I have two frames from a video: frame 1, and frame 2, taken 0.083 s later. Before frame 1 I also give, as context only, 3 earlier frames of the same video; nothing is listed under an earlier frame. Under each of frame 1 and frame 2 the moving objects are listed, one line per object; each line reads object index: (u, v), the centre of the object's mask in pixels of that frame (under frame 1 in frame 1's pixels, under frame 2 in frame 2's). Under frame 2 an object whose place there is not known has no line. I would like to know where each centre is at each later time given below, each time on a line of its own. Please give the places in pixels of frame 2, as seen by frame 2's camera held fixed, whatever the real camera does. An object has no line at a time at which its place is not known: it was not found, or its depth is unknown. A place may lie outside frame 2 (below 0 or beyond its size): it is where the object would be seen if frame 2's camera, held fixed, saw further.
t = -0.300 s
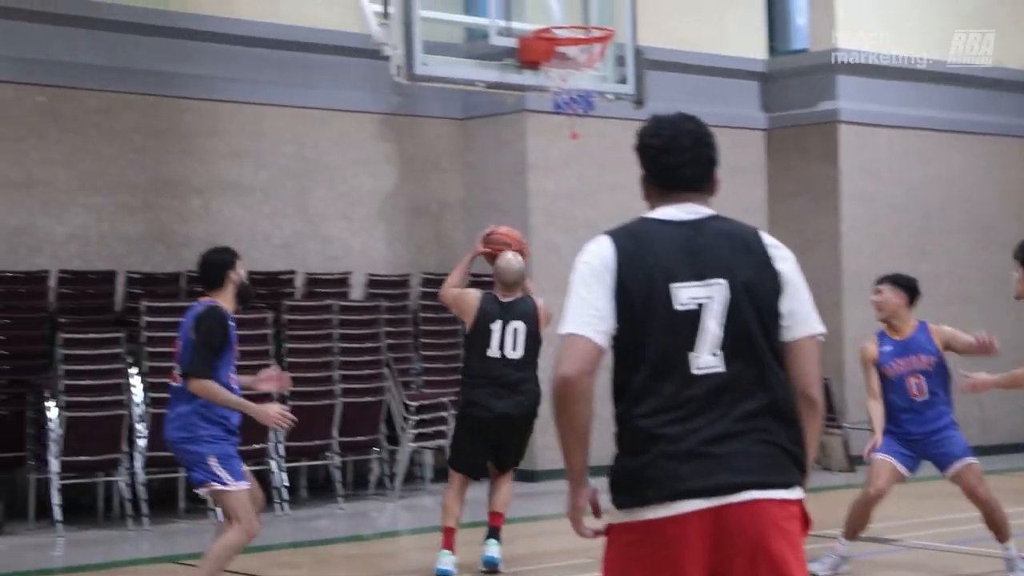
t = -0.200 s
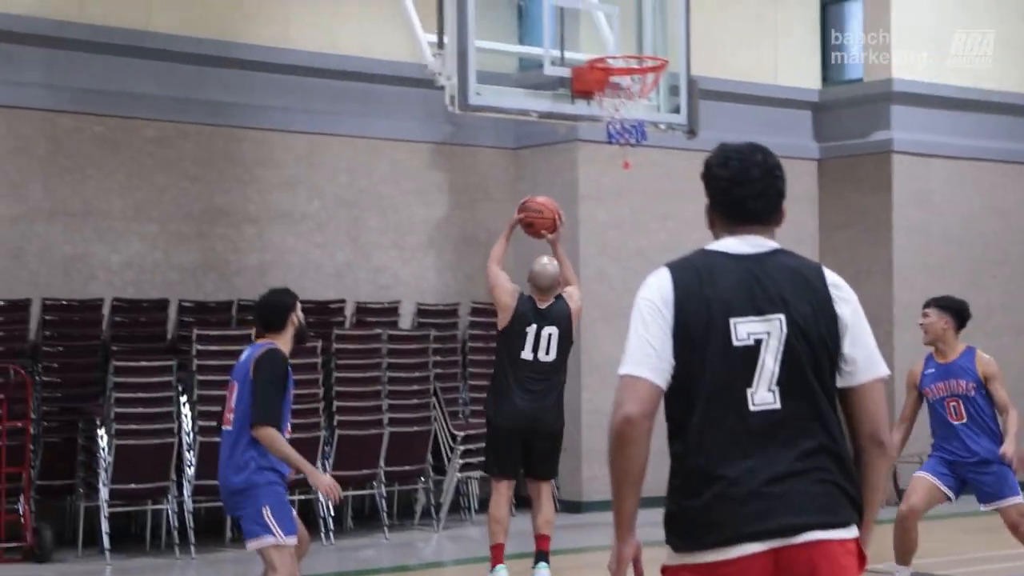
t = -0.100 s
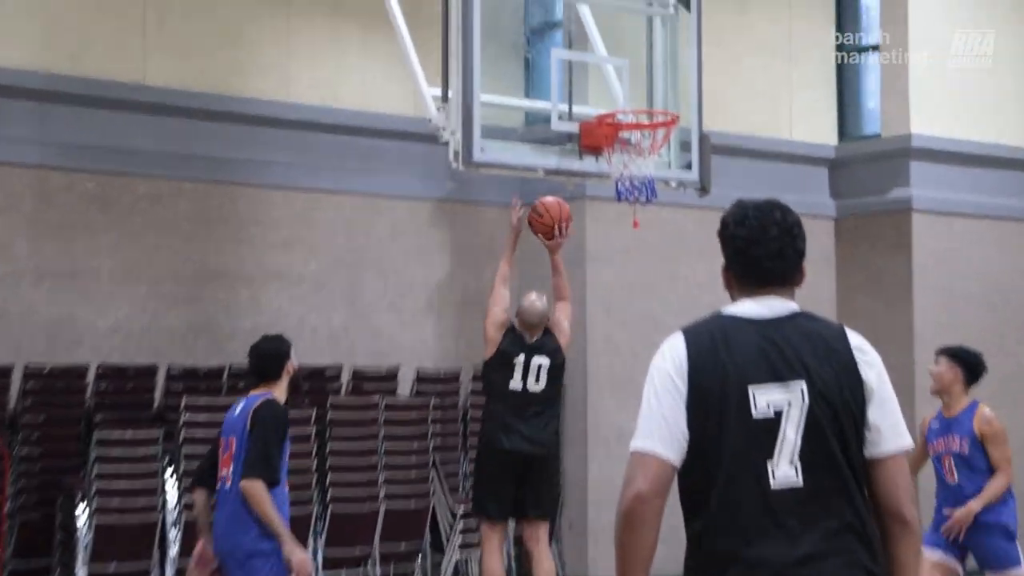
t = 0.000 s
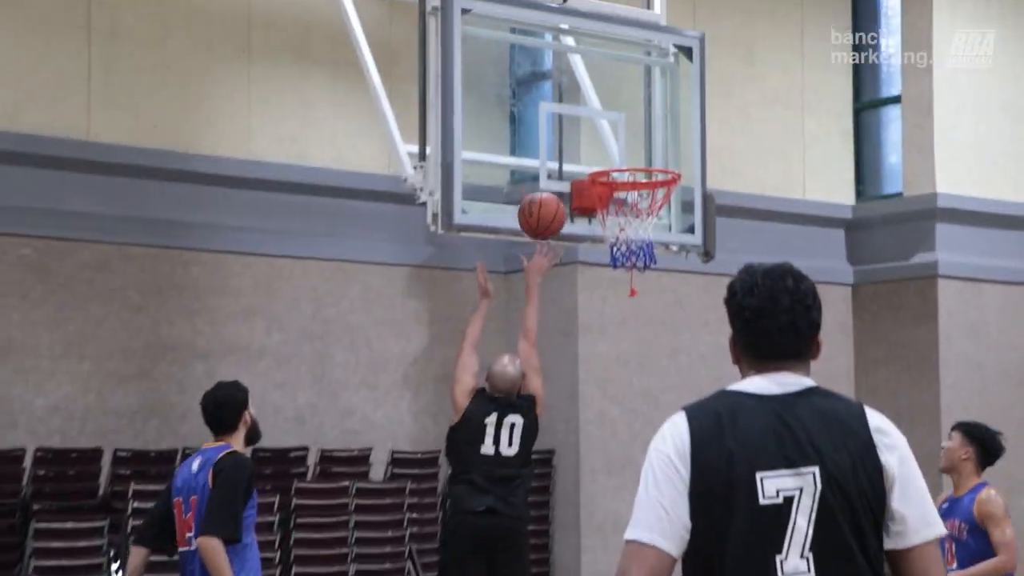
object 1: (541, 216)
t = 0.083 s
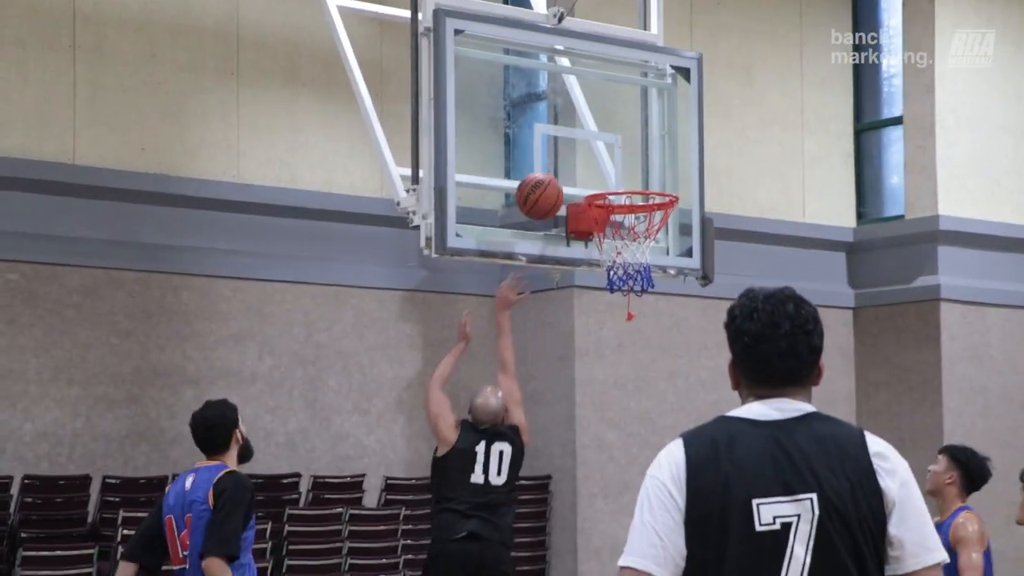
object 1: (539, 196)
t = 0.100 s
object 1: (540, 189)
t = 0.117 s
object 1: (541, 182)
